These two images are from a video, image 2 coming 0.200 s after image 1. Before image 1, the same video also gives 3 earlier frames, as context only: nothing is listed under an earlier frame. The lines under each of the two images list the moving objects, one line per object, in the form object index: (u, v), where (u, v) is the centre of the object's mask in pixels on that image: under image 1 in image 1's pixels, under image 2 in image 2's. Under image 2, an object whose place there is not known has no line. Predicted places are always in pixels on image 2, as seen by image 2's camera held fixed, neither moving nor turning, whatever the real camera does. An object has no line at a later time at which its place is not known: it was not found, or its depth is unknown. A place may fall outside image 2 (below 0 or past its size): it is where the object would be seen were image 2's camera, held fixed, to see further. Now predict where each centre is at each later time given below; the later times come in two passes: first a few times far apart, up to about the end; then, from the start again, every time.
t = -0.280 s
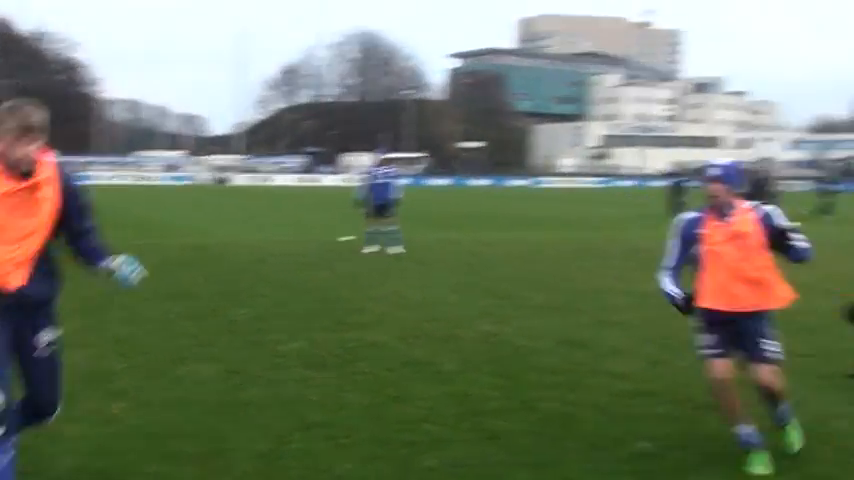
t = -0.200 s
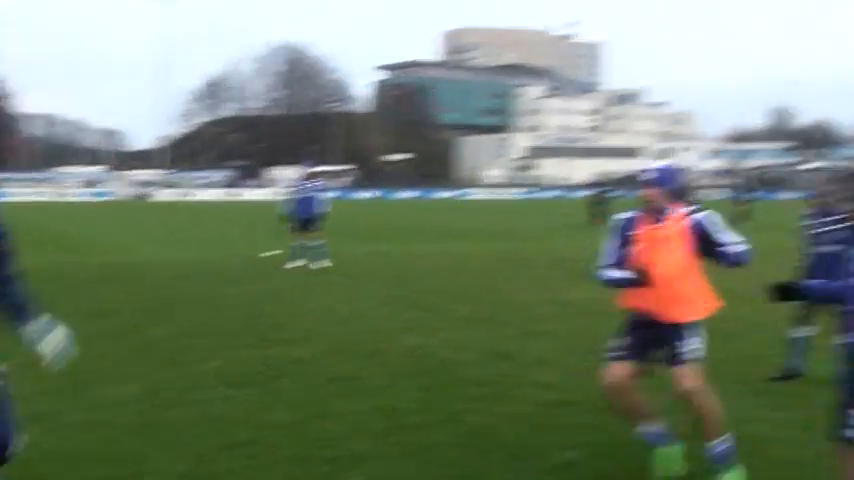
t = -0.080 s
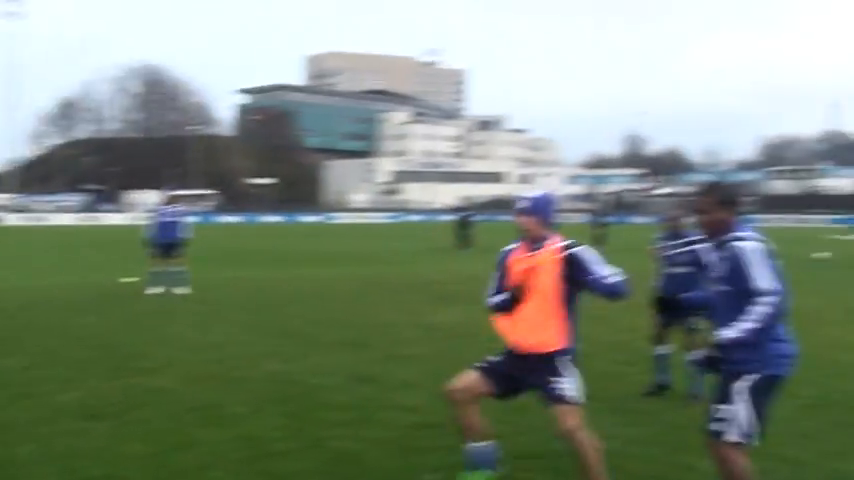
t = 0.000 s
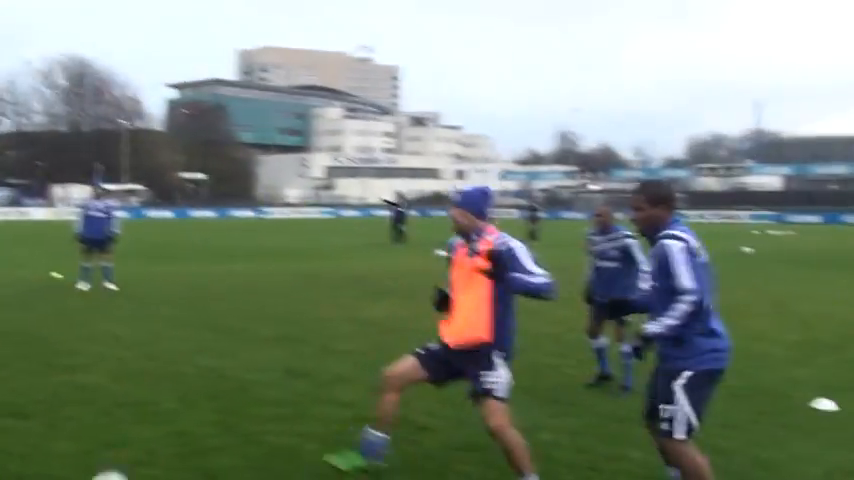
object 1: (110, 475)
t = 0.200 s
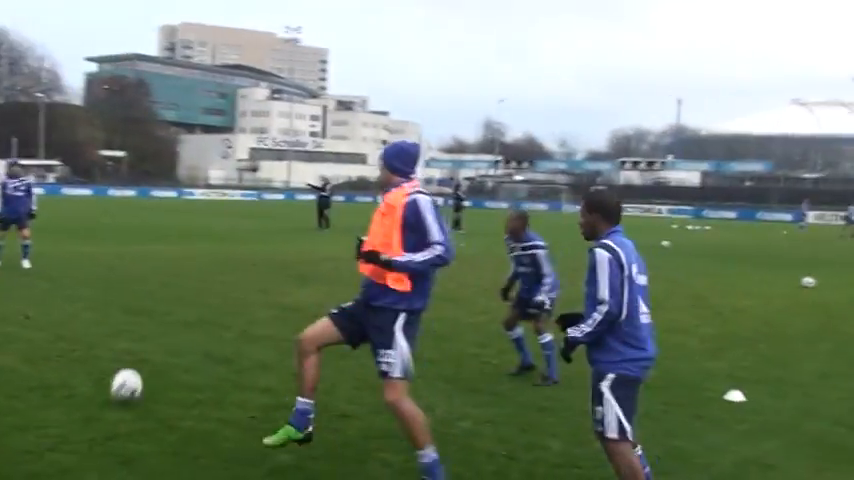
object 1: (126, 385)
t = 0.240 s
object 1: (136, 373)
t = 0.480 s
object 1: (181, 330)
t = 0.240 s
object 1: (136, 373)
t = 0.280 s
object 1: (148, 364)
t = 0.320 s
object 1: (158, 357)
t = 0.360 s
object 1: (164, 348)
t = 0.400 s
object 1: (172, 341)
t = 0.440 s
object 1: (177, 335)
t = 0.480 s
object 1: (181, 330)
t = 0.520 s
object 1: (187, 325)
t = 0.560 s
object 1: (191, 319)
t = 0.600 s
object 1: (194, 315)
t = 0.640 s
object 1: (197, 313)
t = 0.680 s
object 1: (199, 309)
